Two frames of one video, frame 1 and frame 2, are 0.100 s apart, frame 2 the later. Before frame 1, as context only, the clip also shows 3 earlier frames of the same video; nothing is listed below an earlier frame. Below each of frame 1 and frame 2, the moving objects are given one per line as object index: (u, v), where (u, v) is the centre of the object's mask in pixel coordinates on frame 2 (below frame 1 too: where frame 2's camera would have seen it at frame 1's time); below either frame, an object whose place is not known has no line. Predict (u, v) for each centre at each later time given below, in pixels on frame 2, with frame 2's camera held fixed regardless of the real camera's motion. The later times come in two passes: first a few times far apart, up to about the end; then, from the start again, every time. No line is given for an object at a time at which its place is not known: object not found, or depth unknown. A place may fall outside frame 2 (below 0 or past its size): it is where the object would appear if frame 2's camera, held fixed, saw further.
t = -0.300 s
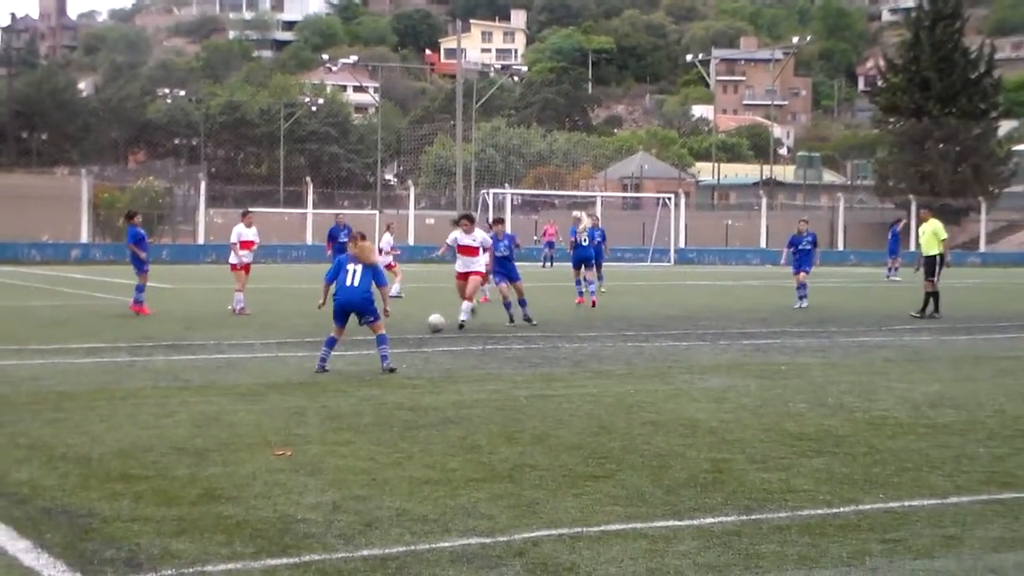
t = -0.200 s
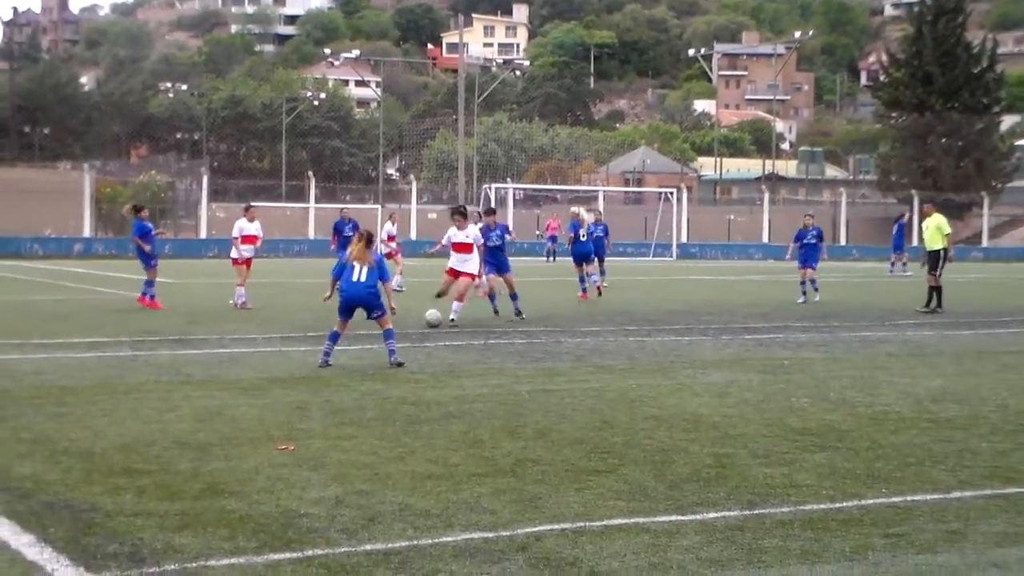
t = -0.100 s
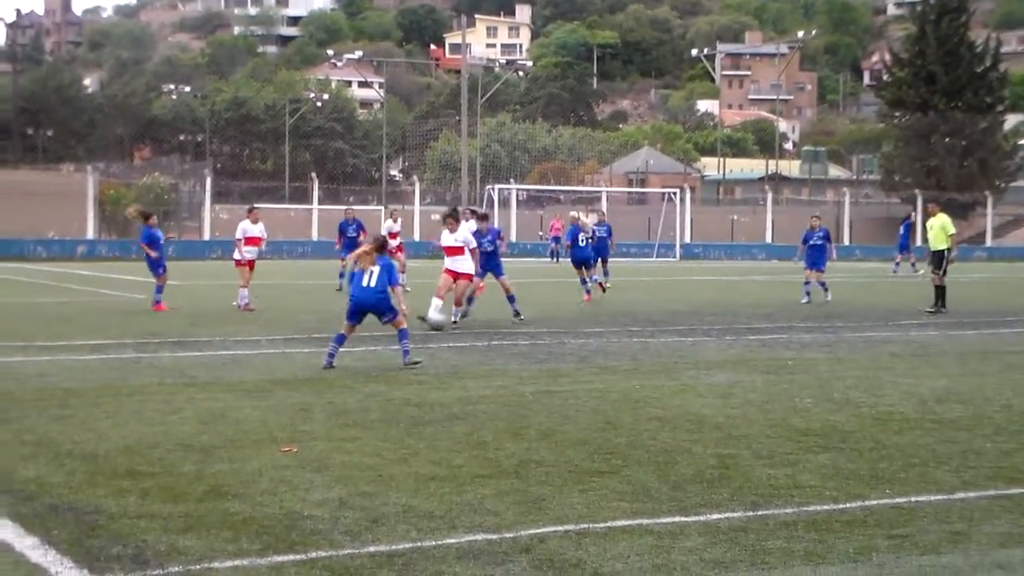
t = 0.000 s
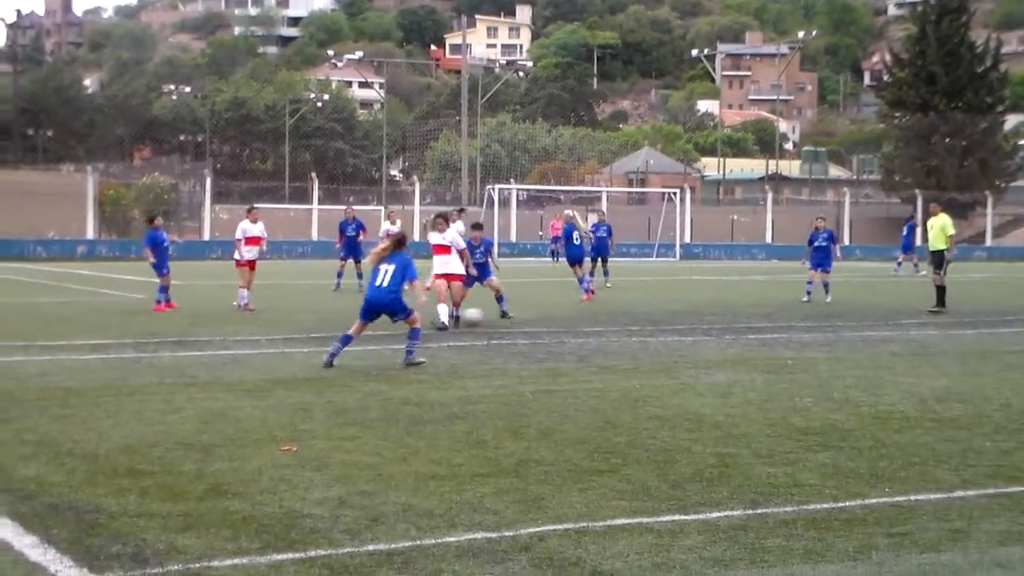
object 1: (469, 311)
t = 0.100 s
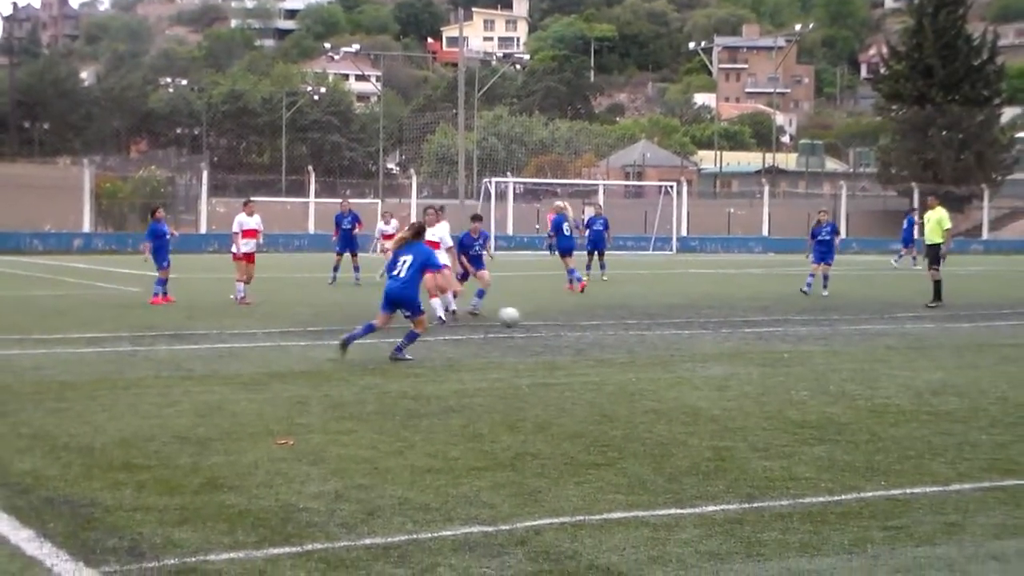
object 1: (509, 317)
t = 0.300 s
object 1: (592, 329)
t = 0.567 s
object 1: (713, 357)
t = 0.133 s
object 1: (524, 321)
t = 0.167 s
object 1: (538, 327)
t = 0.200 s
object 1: (553, 334)
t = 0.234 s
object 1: (566, 331)
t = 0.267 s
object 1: (579, 329)
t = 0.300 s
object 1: (592, 329)
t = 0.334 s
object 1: (606, 329)
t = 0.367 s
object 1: (621, 331)
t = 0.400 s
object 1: (635, 334)
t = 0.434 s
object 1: (651, 339)
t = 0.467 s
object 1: (666, 345)
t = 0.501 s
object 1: (682, 352)
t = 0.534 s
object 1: (699, 360)
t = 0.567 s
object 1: (713, 357)
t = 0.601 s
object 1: (728, 357)
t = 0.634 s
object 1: (744, 358)
